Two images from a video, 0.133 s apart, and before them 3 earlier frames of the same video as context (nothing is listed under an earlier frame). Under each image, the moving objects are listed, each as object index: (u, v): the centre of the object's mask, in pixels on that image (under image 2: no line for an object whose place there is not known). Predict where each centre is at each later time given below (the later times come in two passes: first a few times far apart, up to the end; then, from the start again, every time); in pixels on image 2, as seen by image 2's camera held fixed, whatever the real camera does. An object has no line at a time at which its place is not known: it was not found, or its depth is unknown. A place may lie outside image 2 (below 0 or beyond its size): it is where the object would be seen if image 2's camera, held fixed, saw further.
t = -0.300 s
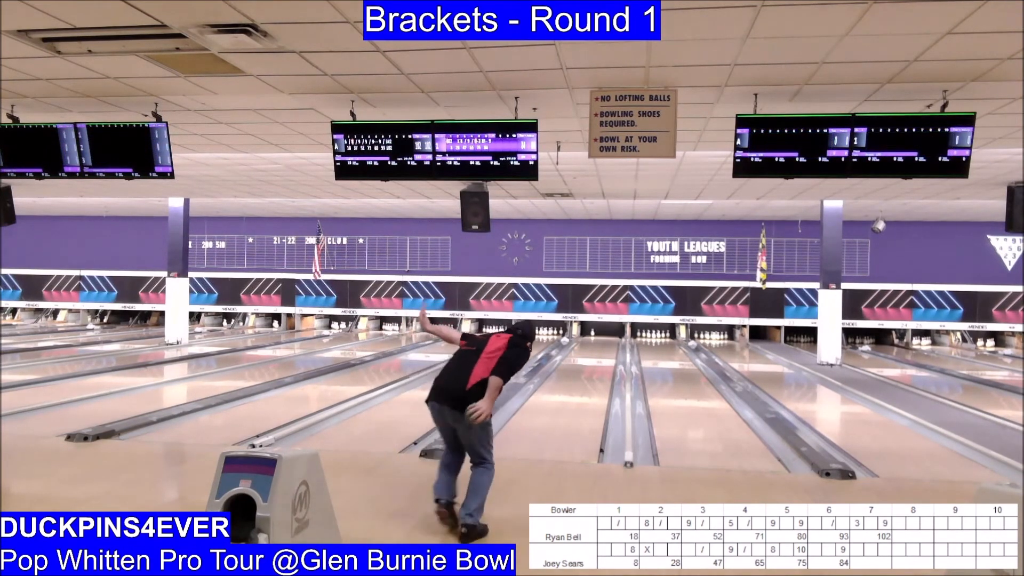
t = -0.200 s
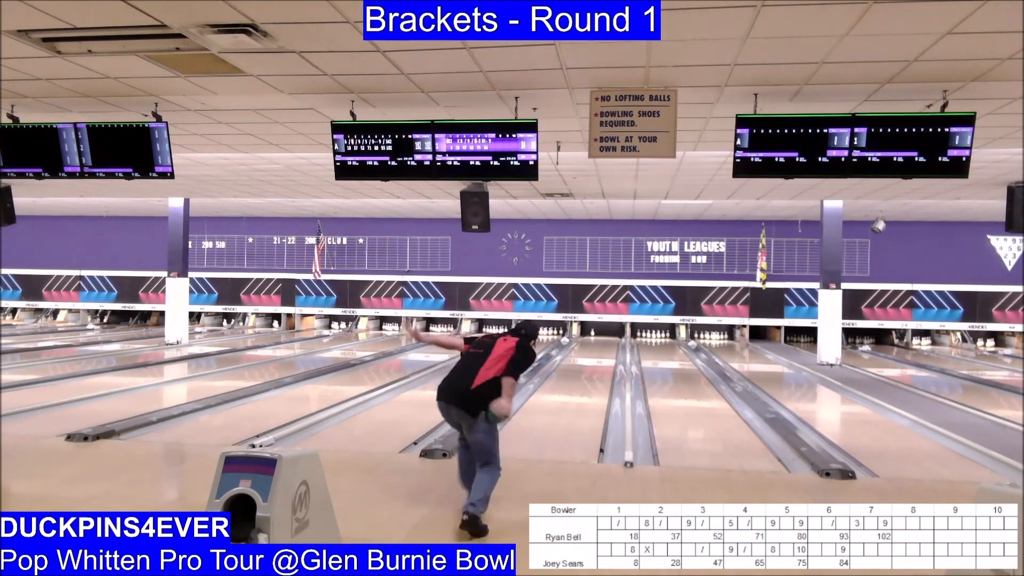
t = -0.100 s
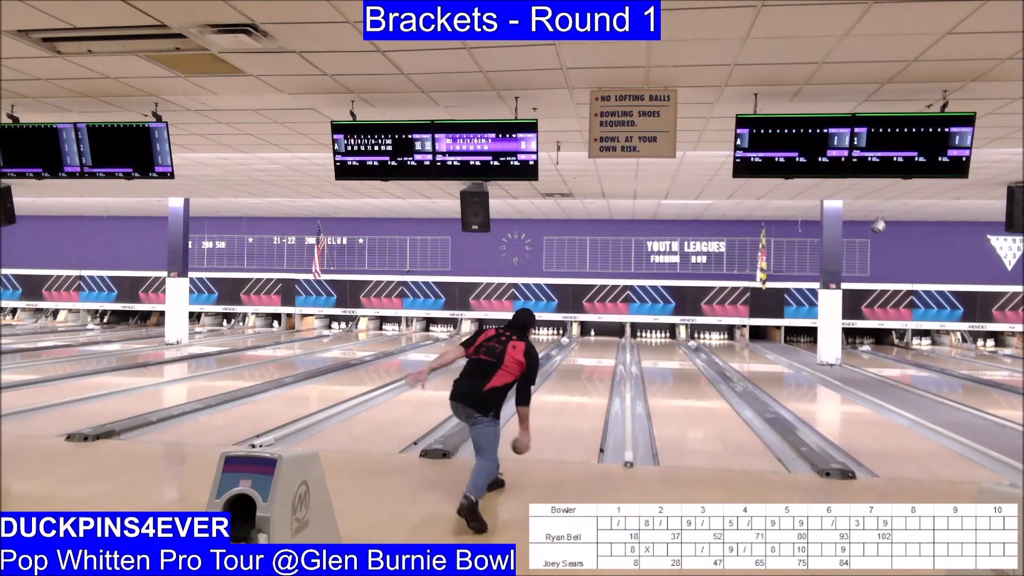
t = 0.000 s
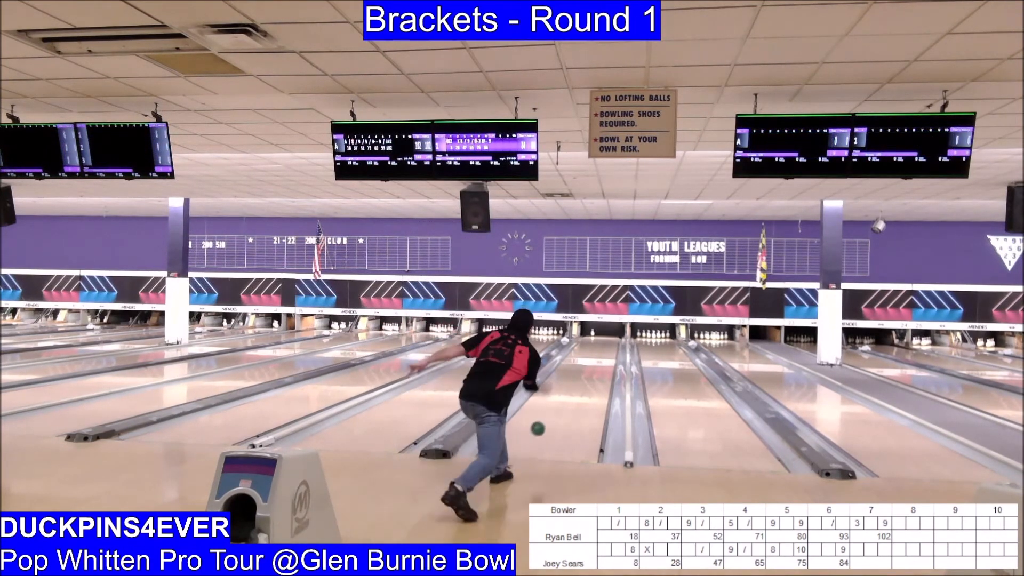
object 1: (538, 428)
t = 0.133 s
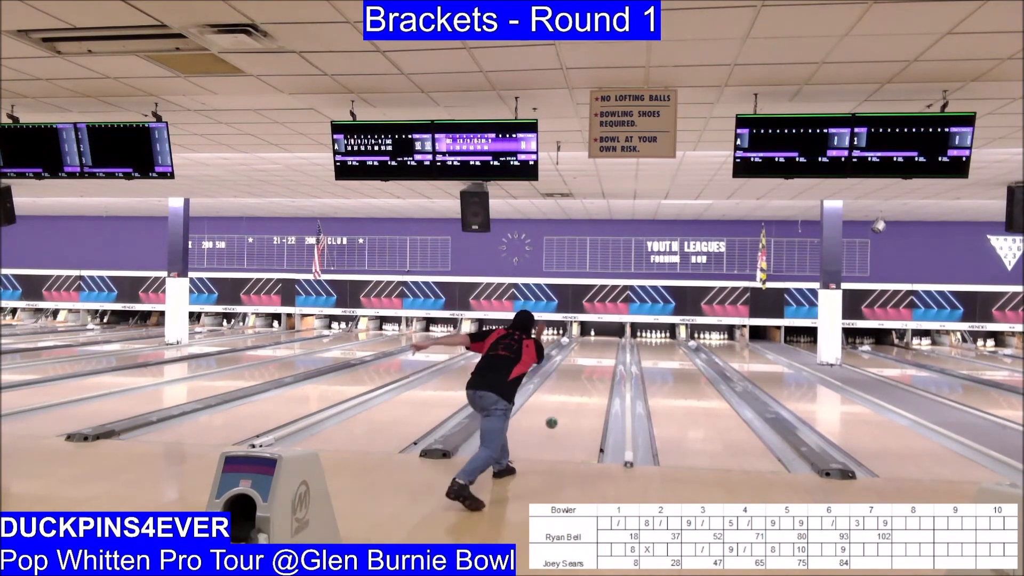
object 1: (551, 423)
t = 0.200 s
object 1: (557, 414)
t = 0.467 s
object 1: (573, 384)
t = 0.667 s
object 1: (580, 370)
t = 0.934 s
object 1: (585, 356)
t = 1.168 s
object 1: (587, 347)
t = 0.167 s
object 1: (554, 423)
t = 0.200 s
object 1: (557, 414)
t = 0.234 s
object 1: (560, 408)
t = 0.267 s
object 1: (562, 404)
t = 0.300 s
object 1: (564, 400)
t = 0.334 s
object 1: (566, 397)
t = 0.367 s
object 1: (568, 393)
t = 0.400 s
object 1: (570, 390)
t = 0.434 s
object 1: (572, 387)
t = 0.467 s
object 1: (573, 384)
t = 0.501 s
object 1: (573, 382)
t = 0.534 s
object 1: (575, 379)
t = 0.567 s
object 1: (576, 377)
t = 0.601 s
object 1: (577, 374)
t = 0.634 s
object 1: (578, 371)
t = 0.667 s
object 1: (580, 370)
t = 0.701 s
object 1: (580, 367)
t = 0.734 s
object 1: (581, 365)
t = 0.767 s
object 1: (582, 363)
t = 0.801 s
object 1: (582, 361)
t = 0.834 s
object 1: (583, 360)
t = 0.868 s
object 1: (583, 358)
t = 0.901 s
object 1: (585, 356)
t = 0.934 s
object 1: (585, 356)
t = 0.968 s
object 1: (585, 355)
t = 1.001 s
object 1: (586, 353)
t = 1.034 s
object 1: (586, 352)
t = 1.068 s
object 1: (587, 350)
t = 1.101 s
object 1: (587, 349)
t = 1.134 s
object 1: (587, 348)
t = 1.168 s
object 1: (587, 347)
